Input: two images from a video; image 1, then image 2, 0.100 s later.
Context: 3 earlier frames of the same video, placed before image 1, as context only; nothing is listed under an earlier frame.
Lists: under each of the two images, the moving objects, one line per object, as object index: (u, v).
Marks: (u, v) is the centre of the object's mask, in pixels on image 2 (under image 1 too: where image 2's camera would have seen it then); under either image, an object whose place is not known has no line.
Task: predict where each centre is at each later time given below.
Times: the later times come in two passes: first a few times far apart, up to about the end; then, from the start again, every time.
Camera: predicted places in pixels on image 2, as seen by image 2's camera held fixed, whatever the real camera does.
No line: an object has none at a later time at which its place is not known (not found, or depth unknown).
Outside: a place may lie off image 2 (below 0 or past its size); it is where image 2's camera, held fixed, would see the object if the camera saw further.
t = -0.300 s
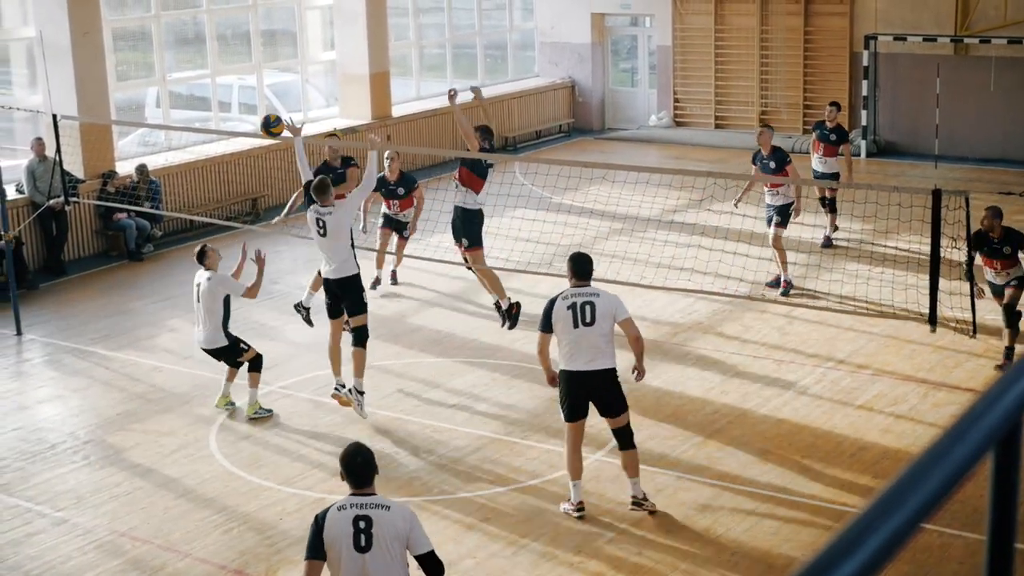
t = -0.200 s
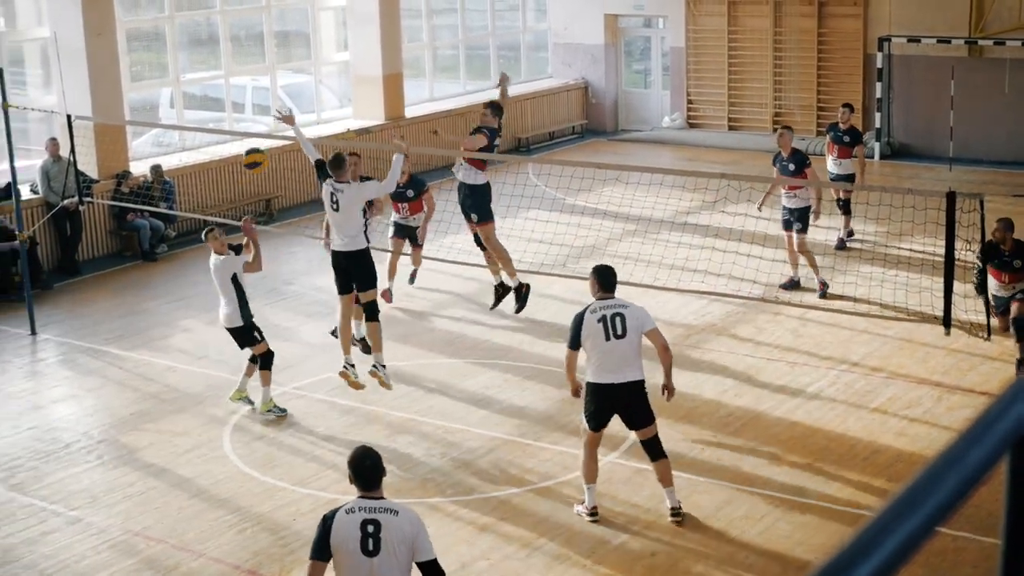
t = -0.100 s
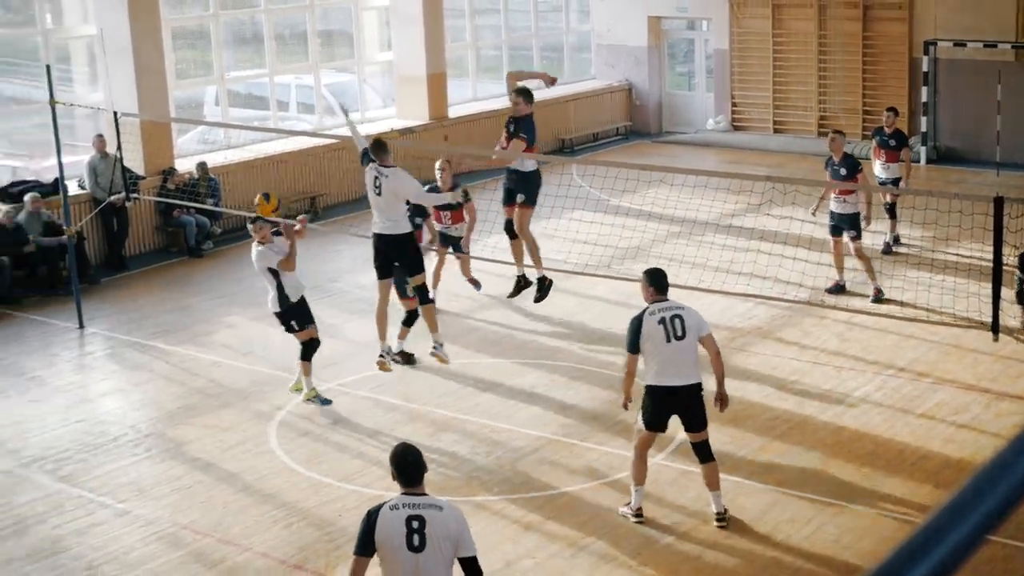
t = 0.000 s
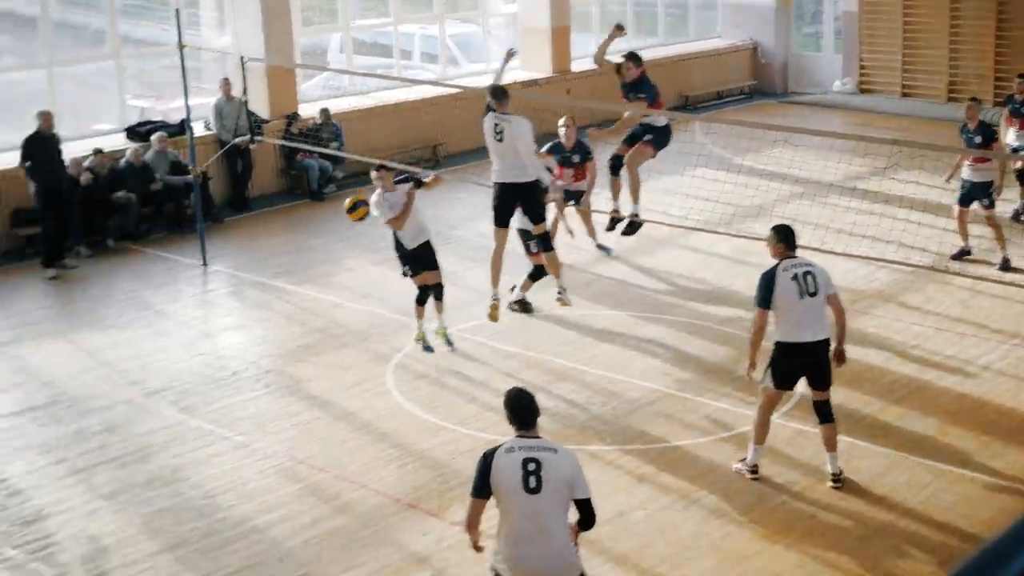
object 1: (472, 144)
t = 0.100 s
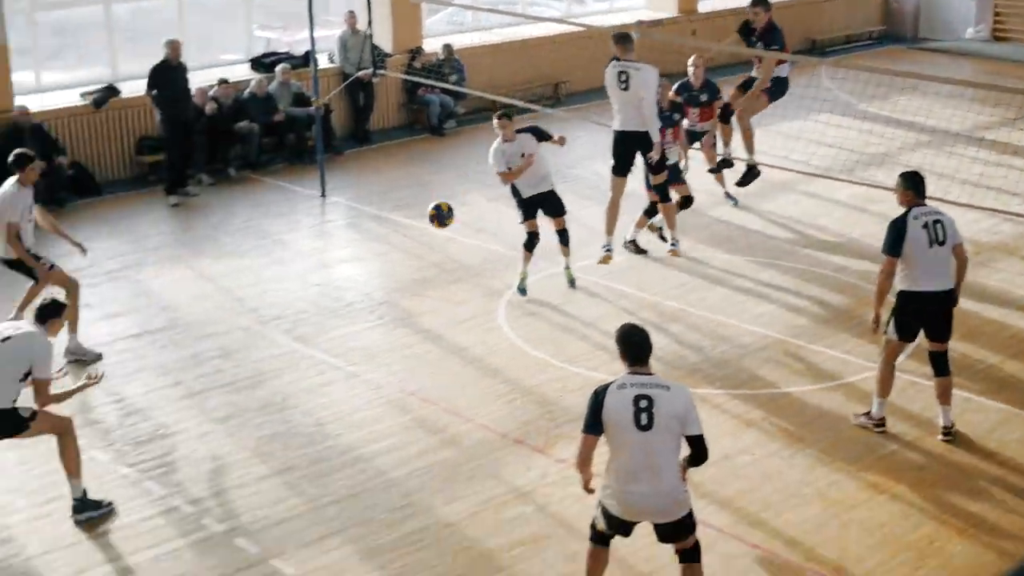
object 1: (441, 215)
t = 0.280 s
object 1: (375, 377)
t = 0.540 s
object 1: (310, 290)
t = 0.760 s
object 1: (255, 256)
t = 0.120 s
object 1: (433, 230)
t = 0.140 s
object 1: (427, 246)
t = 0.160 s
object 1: (419, 263)
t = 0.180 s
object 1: (412, 280)
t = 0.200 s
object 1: (405, 298)
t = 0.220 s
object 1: (398, 318)
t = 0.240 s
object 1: (390, 336)
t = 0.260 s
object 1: (383, 356)
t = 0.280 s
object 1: (375, 377)
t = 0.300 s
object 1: (369, 390)
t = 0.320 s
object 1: (364, 379)
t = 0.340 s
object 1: (359, 369)
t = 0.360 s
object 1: (354, 359)
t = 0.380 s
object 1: (349, 350)
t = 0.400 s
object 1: (344, 341)
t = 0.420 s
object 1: (340, 333)
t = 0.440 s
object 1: (335, 325)
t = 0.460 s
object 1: (330, 317)
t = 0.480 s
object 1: (325, 309)
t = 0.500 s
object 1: (320, 302)
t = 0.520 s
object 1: (316, 296)
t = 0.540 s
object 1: (310, 290)
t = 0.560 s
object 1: (305, 284)
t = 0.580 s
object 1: (301, 279)
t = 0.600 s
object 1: (295, 275)
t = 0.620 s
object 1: (290, 271)
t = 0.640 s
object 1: (285, 267)
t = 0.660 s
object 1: (280, 265)
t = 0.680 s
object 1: (275, 262)
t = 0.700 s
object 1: (271, 259)
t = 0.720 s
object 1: (266, 258)
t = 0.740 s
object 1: (261, 257)
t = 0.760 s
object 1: (255, 256)
